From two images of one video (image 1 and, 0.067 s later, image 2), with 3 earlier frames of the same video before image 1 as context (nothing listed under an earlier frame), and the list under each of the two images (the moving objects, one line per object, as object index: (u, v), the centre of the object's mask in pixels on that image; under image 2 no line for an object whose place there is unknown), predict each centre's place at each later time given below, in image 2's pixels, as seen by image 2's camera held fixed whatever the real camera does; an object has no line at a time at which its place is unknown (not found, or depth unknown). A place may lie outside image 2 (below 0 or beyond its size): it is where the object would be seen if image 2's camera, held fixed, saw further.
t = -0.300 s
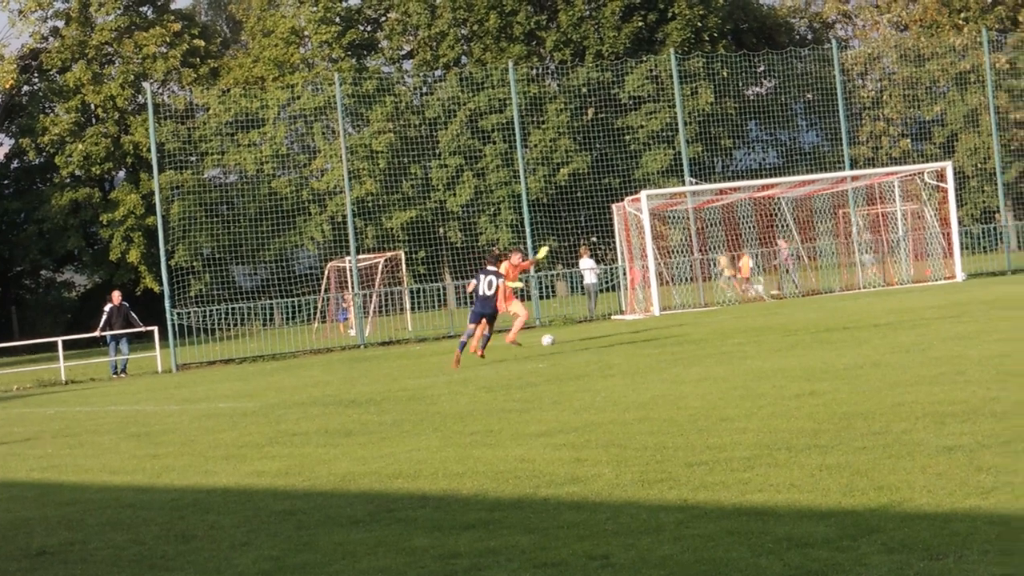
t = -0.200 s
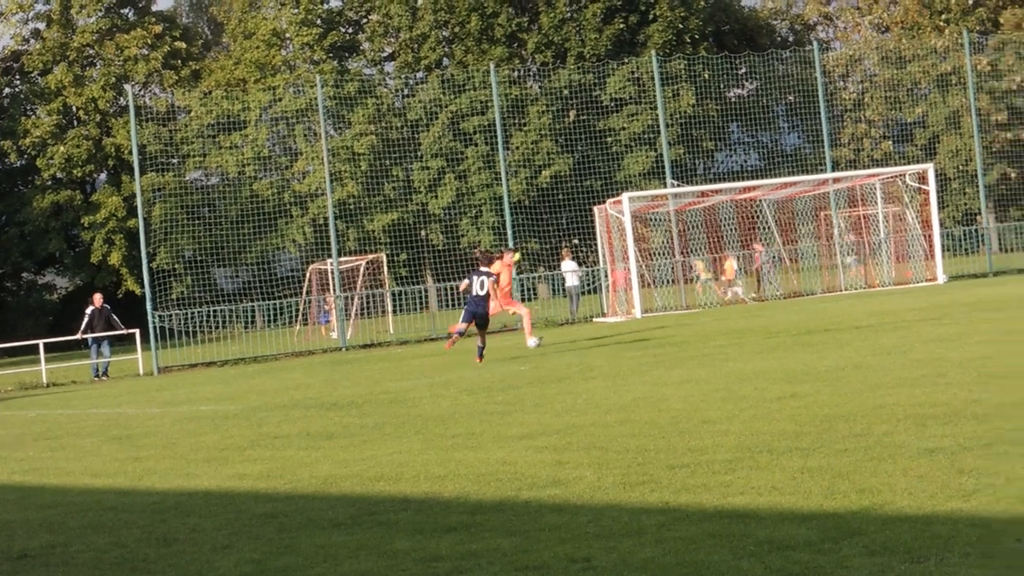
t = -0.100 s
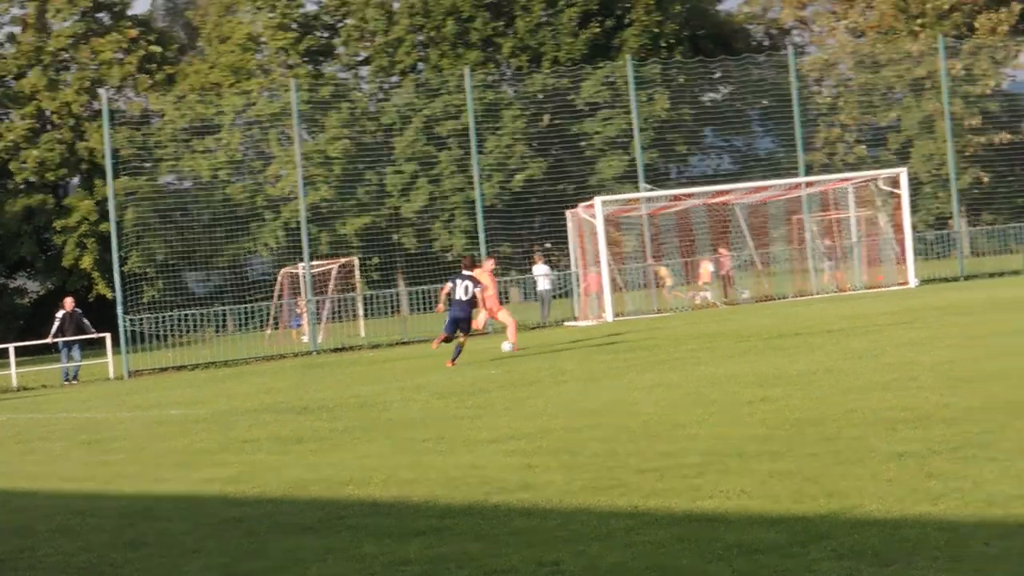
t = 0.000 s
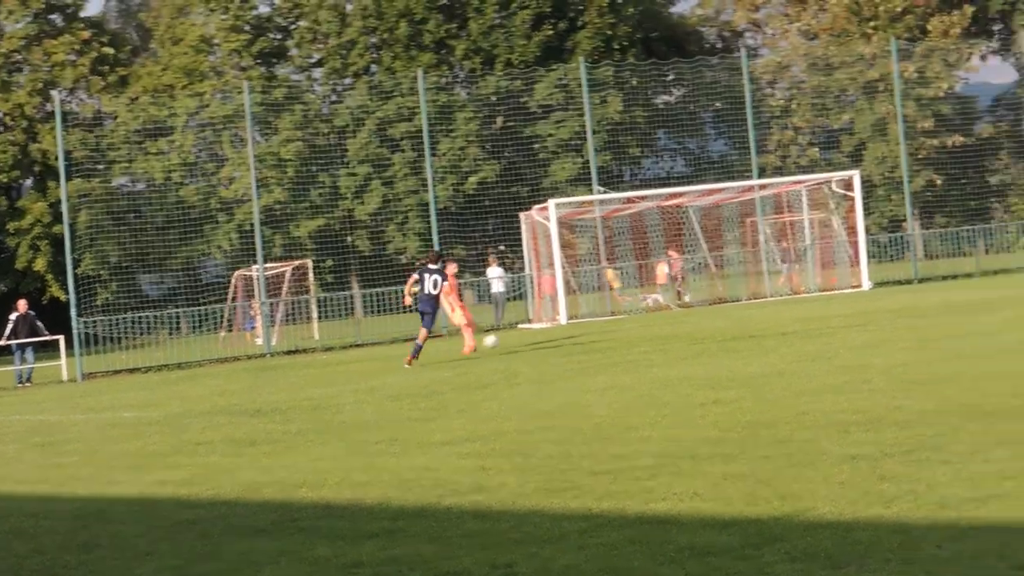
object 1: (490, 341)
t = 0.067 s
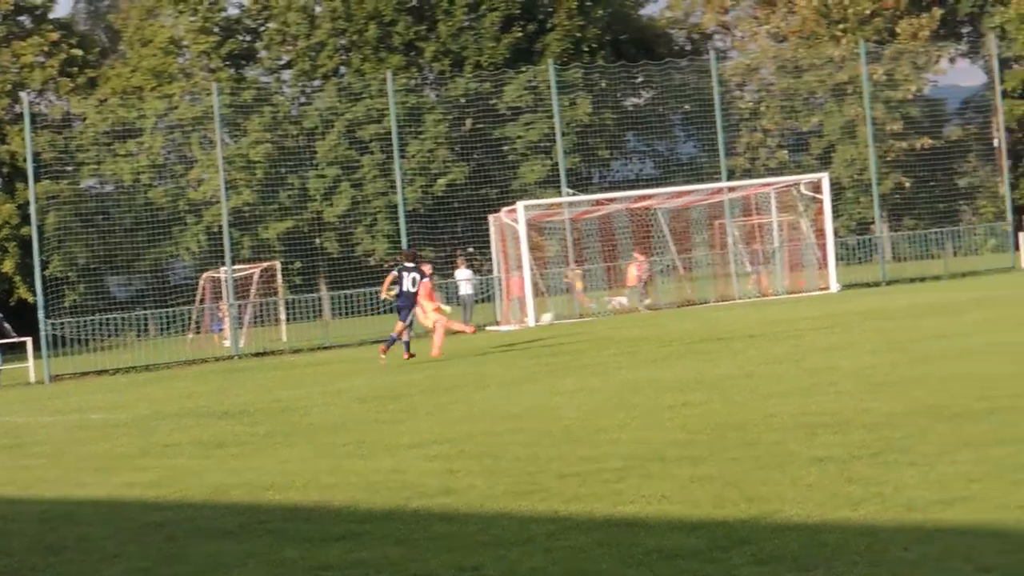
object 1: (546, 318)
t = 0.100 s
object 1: (586, 310)
